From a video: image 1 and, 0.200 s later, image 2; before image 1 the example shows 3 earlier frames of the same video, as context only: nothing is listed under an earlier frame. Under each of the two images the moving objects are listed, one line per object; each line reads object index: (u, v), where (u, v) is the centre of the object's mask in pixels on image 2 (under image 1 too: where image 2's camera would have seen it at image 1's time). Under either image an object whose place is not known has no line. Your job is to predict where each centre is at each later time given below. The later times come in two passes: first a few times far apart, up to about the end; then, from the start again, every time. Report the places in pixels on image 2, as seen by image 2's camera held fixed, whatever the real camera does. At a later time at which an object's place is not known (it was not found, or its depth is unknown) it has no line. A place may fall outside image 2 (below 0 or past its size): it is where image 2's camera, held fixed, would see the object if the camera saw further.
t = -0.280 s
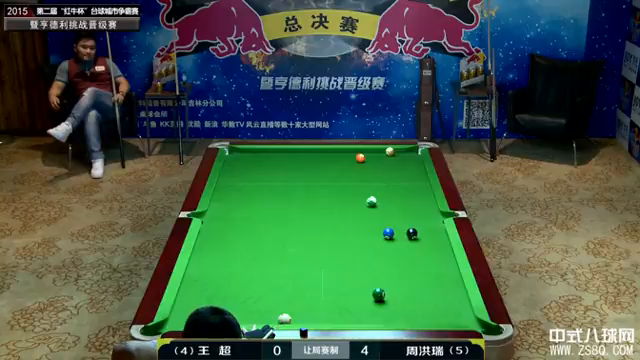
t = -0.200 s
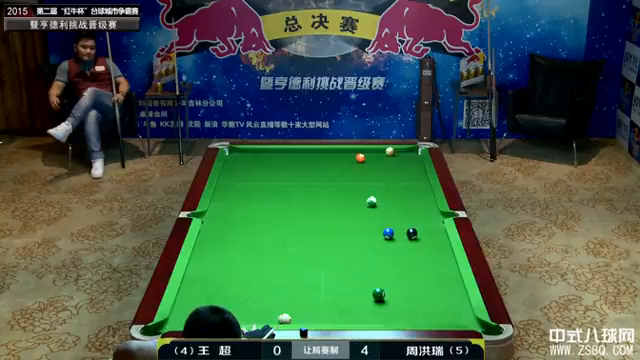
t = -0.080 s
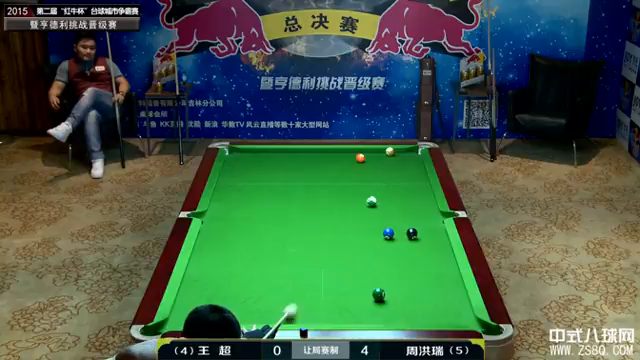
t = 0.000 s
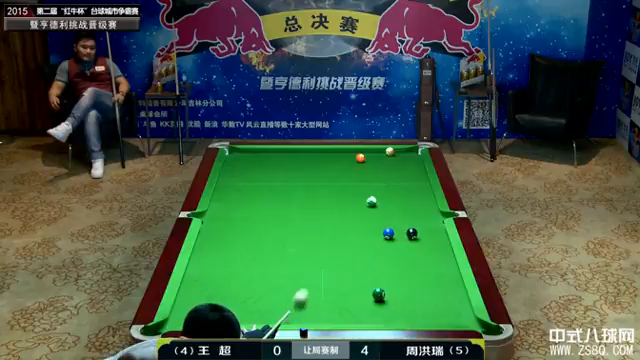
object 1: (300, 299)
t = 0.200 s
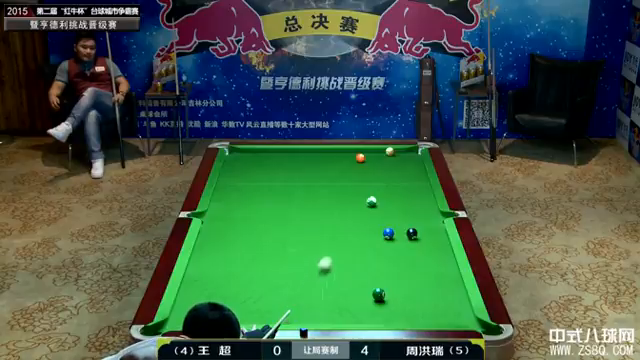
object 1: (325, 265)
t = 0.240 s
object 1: (329, 259)
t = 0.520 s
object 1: (356, 222)
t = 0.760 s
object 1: (367, 204)
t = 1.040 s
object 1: (368, 197)
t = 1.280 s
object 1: (370, 190)
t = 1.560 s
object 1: (372, 184)
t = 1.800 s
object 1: (373, 179)
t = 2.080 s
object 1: (374, 173)
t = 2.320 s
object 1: (376, 169)
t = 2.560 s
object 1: (377, 165)
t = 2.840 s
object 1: (378, 161)
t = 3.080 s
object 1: (379, 158)
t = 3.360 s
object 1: (380, 155)
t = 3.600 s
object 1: (381, 152)
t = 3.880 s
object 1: (379, 150)
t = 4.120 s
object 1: (379, 151)
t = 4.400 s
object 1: (378, 152)
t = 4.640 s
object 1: (378, 153)
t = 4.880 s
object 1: (378, 153)
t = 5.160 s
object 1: (378, 153)
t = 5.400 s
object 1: (378, 153)
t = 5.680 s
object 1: (378, 153)
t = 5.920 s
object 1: (378, 154)
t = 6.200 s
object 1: (378, 154)
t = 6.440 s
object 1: (378, 154)
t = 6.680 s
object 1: (378, 154)
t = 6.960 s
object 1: (378, 154)
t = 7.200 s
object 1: (378, 154)
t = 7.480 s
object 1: (378, 154)
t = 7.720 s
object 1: (378, 154)
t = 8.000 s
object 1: (378, 154)
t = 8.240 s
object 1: (378, 153)
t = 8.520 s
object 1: (378, 153)
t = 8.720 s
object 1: (378, 153)
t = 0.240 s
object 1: (329, 259)
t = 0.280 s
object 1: (333, 253)
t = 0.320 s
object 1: (337, 248)
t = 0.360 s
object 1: (341, 242)
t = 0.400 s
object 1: (345, 237)
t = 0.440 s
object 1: (349, 232)
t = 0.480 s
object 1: (353, 227)
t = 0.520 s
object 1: (356, 222)
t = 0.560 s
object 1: (359, 217)
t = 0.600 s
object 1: (362, 213)
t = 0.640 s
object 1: (365, 208)
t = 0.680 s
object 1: (368, 205)
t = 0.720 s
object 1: (367, 204)
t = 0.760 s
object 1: (367, 204)
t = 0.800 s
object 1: (367, 203)
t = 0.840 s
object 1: (367, 202)
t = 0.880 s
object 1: (367, 201)
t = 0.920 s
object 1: (368, 200)
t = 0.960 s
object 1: (368, 199)
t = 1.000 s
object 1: (368, 198)
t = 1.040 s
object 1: (368, 197)
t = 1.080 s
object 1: (369, 196)
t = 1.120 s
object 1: (369, 194)
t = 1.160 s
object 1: (369, 193)
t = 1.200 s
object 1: (370, 193)
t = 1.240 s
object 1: (370, 191)
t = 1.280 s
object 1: (370, 190)
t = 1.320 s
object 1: (370, 189)
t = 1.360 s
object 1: (370, 188)
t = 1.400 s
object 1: (371, 187)
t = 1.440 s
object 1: (371, 187)
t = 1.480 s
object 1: (371, 186)
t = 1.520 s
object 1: (371, 185)
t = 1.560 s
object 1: (372, 184)
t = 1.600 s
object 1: (372, 183)
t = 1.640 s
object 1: (372, 182)
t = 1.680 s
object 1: (373, 181)
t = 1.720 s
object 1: (373, 180)
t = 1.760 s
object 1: (373, 179)
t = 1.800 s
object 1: (373, 179)
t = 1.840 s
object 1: (373, 178)
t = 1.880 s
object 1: (373, 177)
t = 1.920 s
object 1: (374, 176)
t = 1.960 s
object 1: (374, 175)
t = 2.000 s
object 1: (374, 174)
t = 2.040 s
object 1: (374, 174)
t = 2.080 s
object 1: (374, 173)
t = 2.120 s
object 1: (375, 172)
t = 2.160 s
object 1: (375, 172)
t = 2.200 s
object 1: (375, 171)
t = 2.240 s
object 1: (375, 170)
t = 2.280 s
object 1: (376, 170)
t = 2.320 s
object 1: (376, 169)
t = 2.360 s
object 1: (376, 168)
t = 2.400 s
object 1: (376, 168)
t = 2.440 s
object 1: (376, 167)
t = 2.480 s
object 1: (377, 166)
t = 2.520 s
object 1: (377, 166)
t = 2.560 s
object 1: (377, 165)
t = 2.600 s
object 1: (377, 164)
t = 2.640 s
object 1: (377, 164)
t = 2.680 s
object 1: (377, 163)
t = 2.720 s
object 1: (377, 162)
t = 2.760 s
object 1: (378, 162)
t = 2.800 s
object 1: (378, 162)
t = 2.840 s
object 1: (378, 161)
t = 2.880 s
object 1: (379, 160)
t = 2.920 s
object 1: (379, 160)
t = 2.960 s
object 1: (379, 159)
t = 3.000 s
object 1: (379, 159)
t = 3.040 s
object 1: (379, 158)
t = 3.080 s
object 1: (379, 158)
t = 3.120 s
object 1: (379, 157)
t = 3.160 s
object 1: (380, 157)
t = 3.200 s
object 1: (380, 157)
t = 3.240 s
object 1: (380, 156)
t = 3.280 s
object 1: (380, 156)
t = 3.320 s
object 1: (380, 155)
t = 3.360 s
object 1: (380, 155)
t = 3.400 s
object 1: (381, 154)
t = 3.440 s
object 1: (381, 154)
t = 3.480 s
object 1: (381, 153)
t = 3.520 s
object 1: (381, 153)
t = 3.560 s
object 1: (381, 152)
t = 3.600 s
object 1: (381, 152)
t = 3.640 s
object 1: (381, 152)
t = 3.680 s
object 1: (380, 151)
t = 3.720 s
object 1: (380, 151)
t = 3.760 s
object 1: (380, 151)
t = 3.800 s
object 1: (380, 150)
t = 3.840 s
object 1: (379, 150)
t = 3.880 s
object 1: (379, 150)
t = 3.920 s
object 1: (379, 150)
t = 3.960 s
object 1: (379, 150)
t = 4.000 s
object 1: (379, 151)
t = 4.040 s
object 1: (379, 151)
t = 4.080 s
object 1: (379, 151)
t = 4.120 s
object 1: (379, 151)
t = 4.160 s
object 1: (379, 151)
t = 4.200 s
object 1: (378, 151)
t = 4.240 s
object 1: (378, 152)
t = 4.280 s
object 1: (378, 152)
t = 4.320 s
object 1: (378, 152)
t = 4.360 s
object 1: (378, 152)
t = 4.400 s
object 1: (378, 152)
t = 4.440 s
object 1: (378, 152)
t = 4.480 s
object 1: (378, 152)
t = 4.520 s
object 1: (378, 152)
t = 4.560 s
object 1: (378, 153)
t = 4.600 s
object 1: (378, 153)
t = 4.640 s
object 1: (378, 153)
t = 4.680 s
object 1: (378, 153)
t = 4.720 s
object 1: (378, 153)
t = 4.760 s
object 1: (378, 153)
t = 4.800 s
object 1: (378, 153)
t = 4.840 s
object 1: (378, 153)
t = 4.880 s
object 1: (378, 153)
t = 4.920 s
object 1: (378, 153)
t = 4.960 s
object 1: (378, 153)
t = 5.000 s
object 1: (378, 153)
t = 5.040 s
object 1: (378, 153)
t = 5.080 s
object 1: (378, 153)
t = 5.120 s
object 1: (378, 153)
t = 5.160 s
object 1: (378, 153)
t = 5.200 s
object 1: (378, 153)
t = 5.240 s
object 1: (378, 153)
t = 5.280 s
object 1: (378, 153)
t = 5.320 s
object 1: (378, 153)
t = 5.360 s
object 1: (378, 153)
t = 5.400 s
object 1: (378, 153)
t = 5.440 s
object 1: (378, 153)
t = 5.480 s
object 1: (378, 153)
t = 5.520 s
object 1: (378, 153)
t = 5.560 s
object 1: (378, 153)
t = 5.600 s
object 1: (378, 153)
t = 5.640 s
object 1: (378, 153)
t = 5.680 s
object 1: (378, 153)
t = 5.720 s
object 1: (378, 153)
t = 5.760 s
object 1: (378, 153)
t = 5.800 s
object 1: (378, 153)
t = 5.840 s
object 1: (378, 154)
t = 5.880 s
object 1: (378, 154)
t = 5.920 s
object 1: (378, 154)
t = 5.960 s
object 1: (378, 154)
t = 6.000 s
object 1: (378, 154)
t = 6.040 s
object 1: (378, 154)
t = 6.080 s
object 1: (378, 154)
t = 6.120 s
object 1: (378, 154)
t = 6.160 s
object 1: (378, 154)
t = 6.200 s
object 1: (378, 154)
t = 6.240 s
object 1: (378, 154)
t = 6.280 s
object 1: (378, 154)
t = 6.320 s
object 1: (378, 154)
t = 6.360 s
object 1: (378, 154)
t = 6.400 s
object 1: (378, 154)
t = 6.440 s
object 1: (378, 154)
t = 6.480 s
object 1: (378, 154)
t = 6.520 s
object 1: (378, 154)
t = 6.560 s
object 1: (378, 154)
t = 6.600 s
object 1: (378, 154)
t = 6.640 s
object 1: (378, 154)
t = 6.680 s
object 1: (378, 154)
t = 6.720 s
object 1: (378, 154)
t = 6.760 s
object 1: (378, 154)
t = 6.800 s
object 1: (378, 154)
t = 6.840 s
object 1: (378, 154)
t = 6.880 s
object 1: (378, 154)
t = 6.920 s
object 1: (378, 154)
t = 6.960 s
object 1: (378, 154)
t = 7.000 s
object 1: (378, 154)
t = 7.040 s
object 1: (378, 154)
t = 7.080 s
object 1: (378, 154)
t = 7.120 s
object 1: (378, 154)
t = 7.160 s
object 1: (378, 154)
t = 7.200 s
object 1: (378, 154)
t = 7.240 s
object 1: (378, 154)
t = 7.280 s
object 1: (378, 154)
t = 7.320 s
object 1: (378, 154)
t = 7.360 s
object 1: (378, 154)
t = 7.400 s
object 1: (378, 154)
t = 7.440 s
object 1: (378, 154)
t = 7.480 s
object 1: (378, 154)
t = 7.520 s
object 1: (378, 154)
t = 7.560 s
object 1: (378, 154)
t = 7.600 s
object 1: (378, 154)
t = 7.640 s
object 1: (378, 154)
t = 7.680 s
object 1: (378, 154)
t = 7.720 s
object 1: (378, 154)
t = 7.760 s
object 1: (378, 154)
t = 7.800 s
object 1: (378, 154)
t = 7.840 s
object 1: (378, 154)
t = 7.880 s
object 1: (378, 154)
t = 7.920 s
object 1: (378, 154)
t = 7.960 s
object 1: (378, 154)
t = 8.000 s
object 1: (378, 154)
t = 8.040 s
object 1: (378, 154)
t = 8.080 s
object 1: (378, 154)
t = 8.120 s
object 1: (378, 154)
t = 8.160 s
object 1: (378, 153)
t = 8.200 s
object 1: (378, 153)
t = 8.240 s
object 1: (378, 153)
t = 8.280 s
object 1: (378, 154)
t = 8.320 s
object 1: (378, 154)
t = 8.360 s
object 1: (378, 154)
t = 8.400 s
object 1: (378, 154)
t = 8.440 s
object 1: (378, 154)
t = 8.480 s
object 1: (378, 154)
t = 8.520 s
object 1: (378, 153)
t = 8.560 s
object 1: (378, 154)
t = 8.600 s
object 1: (378, 154)
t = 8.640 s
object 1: (378, 154)
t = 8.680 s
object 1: (378, 153)
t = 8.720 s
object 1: (378, 153)
